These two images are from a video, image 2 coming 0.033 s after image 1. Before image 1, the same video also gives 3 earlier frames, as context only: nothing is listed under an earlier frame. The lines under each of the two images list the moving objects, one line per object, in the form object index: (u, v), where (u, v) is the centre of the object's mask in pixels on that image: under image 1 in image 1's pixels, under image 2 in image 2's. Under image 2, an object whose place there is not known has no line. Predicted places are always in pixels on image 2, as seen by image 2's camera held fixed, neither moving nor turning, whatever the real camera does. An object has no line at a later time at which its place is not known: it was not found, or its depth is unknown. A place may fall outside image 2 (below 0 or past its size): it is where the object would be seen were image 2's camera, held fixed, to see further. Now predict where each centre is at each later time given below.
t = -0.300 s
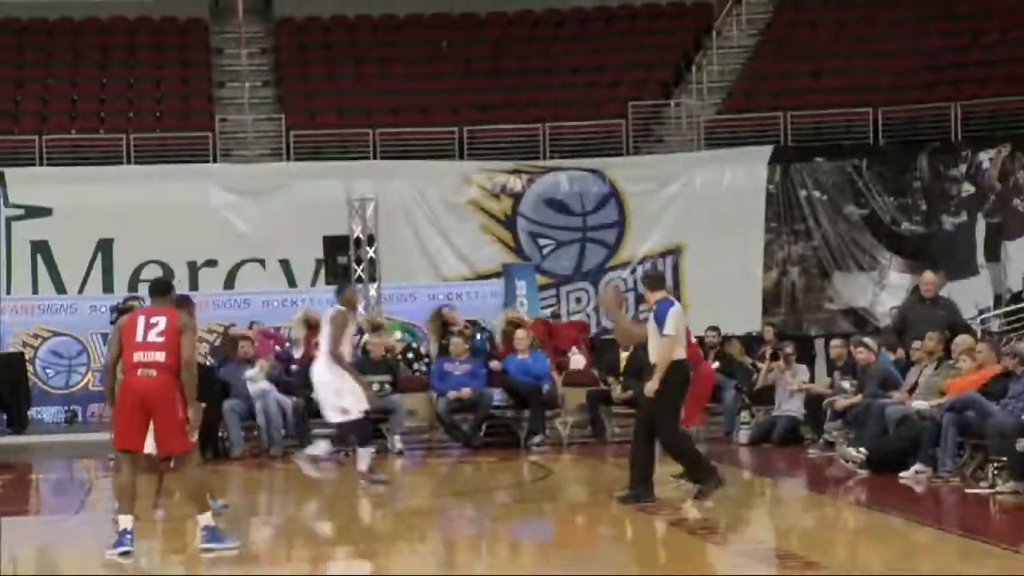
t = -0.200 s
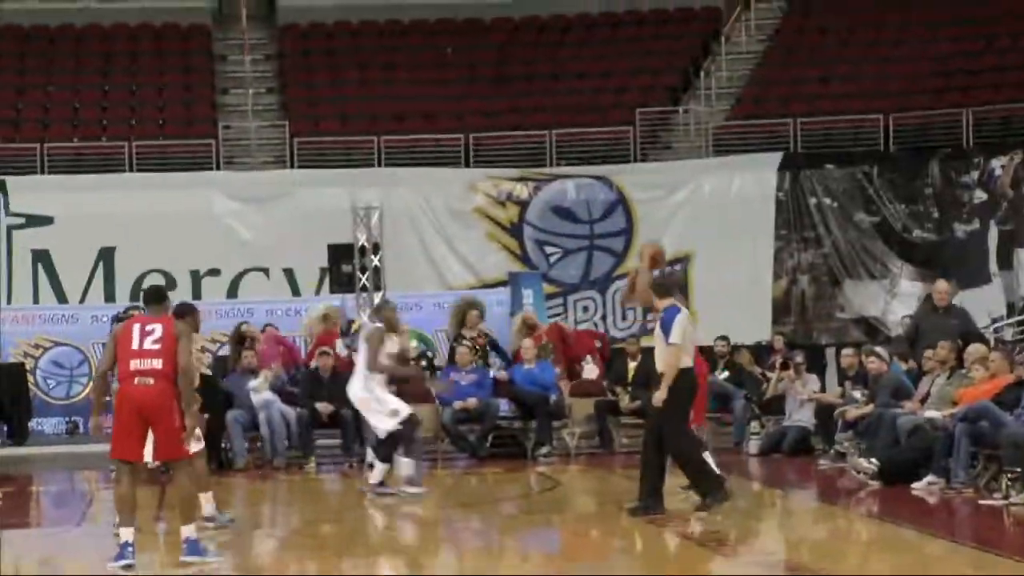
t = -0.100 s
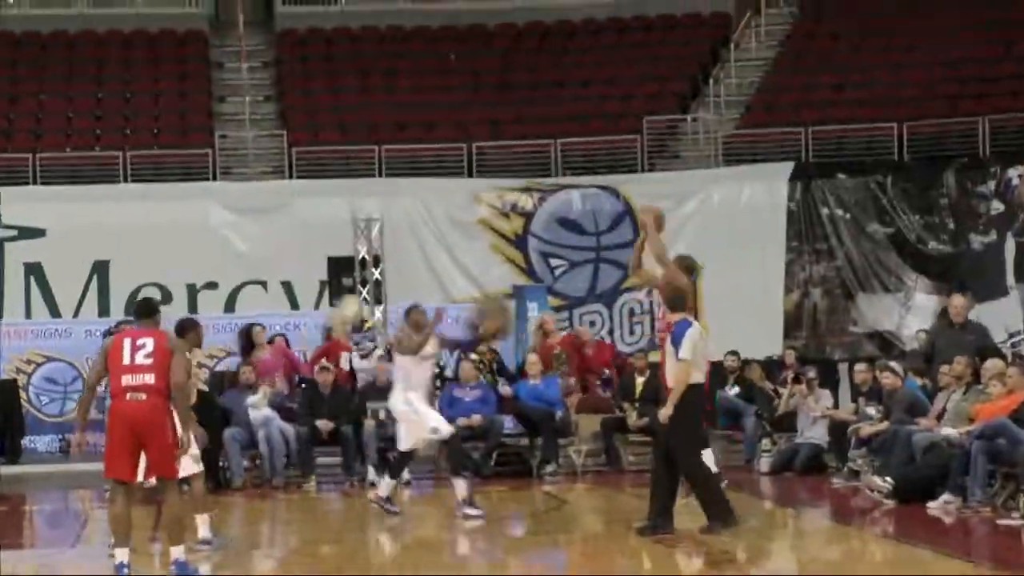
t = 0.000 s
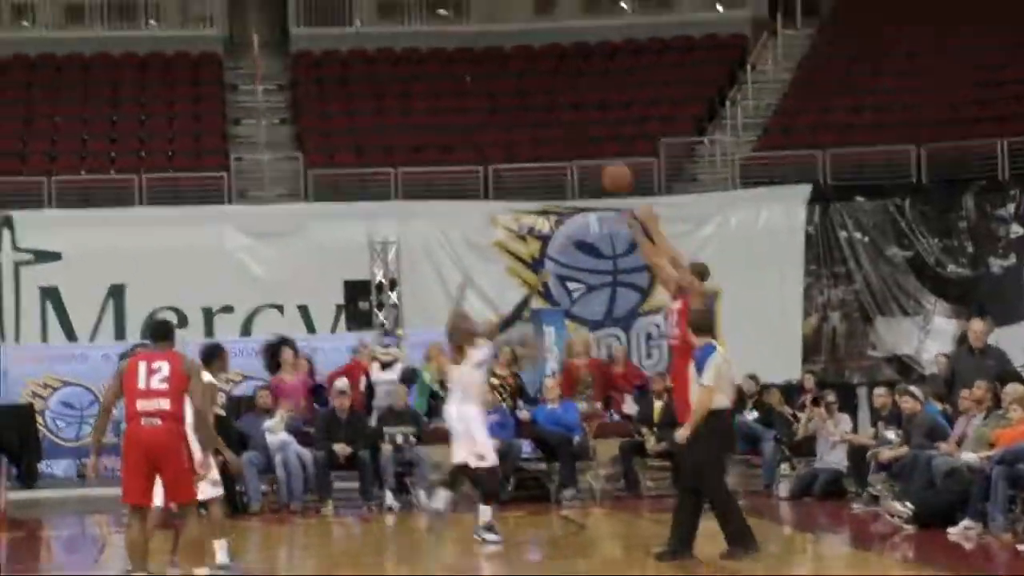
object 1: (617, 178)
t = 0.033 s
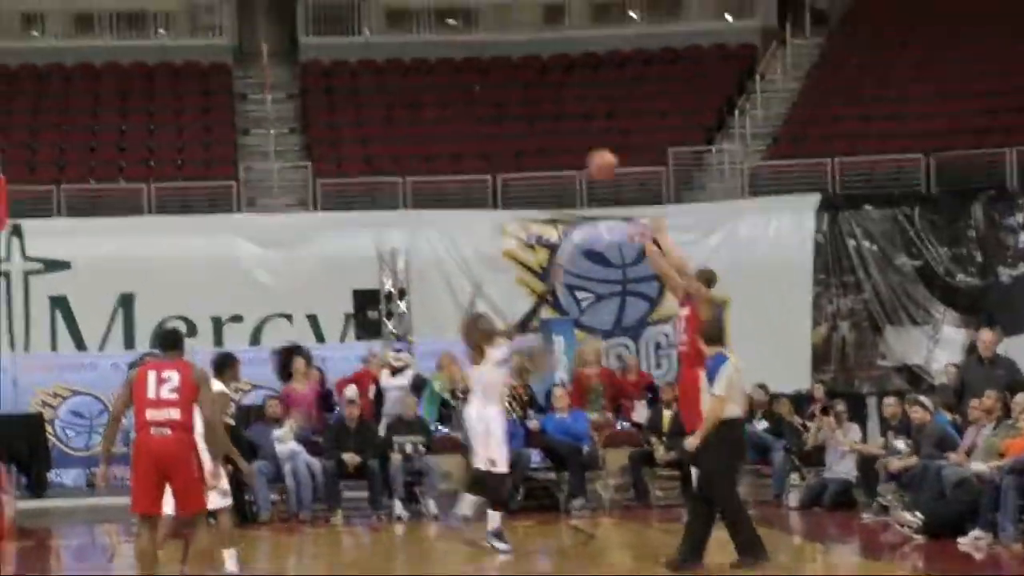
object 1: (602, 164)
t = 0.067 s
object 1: (578, 142)
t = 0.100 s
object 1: (554, 123)
